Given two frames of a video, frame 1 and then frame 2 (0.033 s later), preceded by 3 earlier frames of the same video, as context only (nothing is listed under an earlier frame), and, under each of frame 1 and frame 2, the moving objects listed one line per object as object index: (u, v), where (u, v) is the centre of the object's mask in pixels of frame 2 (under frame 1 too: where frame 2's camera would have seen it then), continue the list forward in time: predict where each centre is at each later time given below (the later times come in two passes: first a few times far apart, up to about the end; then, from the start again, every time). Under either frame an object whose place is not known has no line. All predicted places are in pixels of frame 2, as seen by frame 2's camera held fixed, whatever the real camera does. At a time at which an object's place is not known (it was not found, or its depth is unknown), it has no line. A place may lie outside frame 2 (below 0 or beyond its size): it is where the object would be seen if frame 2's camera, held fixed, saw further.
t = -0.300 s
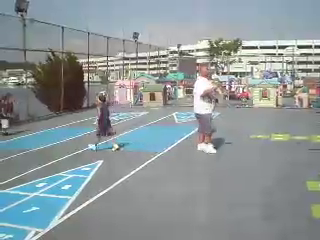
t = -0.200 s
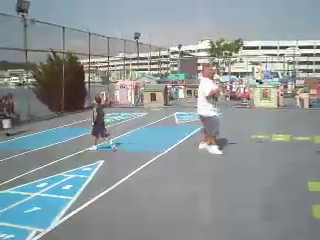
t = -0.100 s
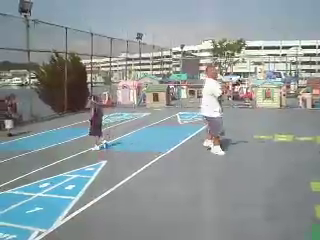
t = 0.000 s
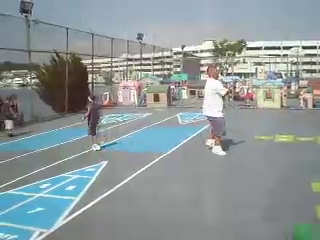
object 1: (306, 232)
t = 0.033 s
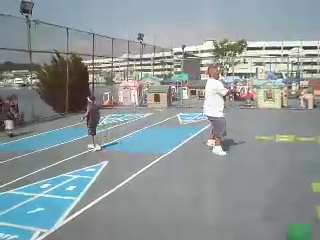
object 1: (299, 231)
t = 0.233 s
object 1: (264, 227)
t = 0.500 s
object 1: (221, 218)
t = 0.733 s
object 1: (188, 211)
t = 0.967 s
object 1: (160, 204)
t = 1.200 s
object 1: (134, 198)
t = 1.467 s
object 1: (109, 191)
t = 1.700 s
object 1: (91, 186)
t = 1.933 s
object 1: (73, 180)
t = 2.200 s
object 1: (56, 176)
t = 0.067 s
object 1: (293, 231)
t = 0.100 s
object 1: (287, 230)
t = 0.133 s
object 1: (281, 229)
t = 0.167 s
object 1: (274, 228)
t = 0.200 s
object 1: (269, 228)
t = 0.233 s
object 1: (264, 227)
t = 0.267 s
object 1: (256, 226)
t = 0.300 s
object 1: (251, 225)
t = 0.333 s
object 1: (246, 224)
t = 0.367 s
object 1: (241, 223)
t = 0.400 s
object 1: (236, 221)
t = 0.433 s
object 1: (231, 221)
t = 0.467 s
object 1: (226, 220)
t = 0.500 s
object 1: (221, 218)
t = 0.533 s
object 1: (216, 217)
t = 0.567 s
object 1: (211, 216)
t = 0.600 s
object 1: (206, 215)
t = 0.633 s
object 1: (201, 214)
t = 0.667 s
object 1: (197, 213)
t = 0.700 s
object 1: (192, 212)
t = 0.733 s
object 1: (188, 211)
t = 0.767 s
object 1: (184, 210)
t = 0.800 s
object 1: (180, 209)
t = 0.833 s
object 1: (175, 208)
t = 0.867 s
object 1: (171, 206)
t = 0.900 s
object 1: (168, 206)
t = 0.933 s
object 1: (163, 204)
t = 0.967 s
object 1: (160, 204)
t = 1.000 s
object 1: (156, 202)
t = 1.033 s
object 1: (151, 201)
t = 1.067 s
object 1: (148, 201)
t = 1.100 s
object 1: (144, 200)
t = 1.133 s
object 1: (141, 199)
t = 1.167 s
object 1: (137, 199)
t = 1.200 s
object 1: (134, 198)
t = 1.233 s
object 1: (131, 196)
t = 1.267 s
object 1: (127, 195)
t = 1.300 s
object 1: (124, 195)
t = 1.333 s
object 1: (122, 194)
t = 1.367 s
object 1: (118, 194)
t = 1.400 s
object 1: (115, 193)
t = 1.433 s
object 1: (112, 192)
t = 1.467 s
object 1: (109, 191)
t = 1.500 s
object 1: (106, 191)
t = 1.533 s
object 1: (104, 190)
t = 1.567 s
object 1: (100, 188)
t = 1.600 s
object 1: (98, 188)
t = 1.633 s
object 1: (95, 187)
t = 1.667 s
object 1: (92, 186)
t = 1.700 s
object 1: (91, 186)
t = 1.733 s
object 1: (88, 185)
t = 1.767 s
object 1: (85, 184)
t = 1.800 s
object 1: (82, 183)
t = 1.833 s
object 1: (80, 182)
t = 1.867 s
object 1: (78, 181)
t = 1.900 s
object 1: (75, 181)
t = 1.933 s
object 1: (73, 180)
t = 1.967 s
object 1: (71, 179)
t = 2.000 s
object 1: (69, 179)
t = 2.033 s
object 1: (66, 178)
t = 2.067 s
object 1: (65, 178)
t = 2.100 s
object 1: (63, 177)
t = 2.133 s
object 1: (60, 176)
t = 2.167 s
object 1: (58, 175)
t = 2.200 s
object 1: (56, 176)
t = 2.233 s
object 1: (55, 174)
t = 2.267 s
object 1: (54, 174)
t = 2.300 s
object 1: (51, 174)
